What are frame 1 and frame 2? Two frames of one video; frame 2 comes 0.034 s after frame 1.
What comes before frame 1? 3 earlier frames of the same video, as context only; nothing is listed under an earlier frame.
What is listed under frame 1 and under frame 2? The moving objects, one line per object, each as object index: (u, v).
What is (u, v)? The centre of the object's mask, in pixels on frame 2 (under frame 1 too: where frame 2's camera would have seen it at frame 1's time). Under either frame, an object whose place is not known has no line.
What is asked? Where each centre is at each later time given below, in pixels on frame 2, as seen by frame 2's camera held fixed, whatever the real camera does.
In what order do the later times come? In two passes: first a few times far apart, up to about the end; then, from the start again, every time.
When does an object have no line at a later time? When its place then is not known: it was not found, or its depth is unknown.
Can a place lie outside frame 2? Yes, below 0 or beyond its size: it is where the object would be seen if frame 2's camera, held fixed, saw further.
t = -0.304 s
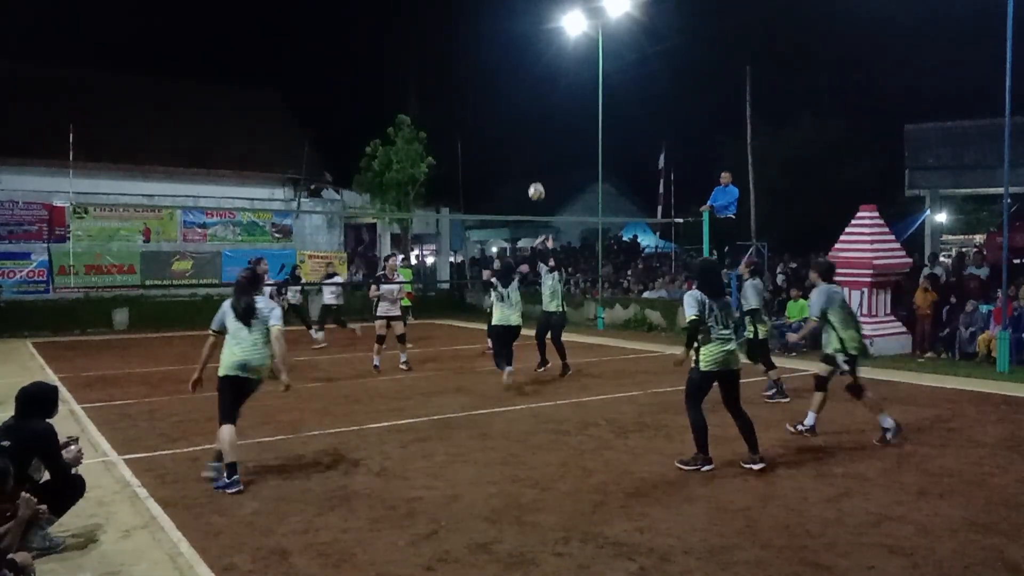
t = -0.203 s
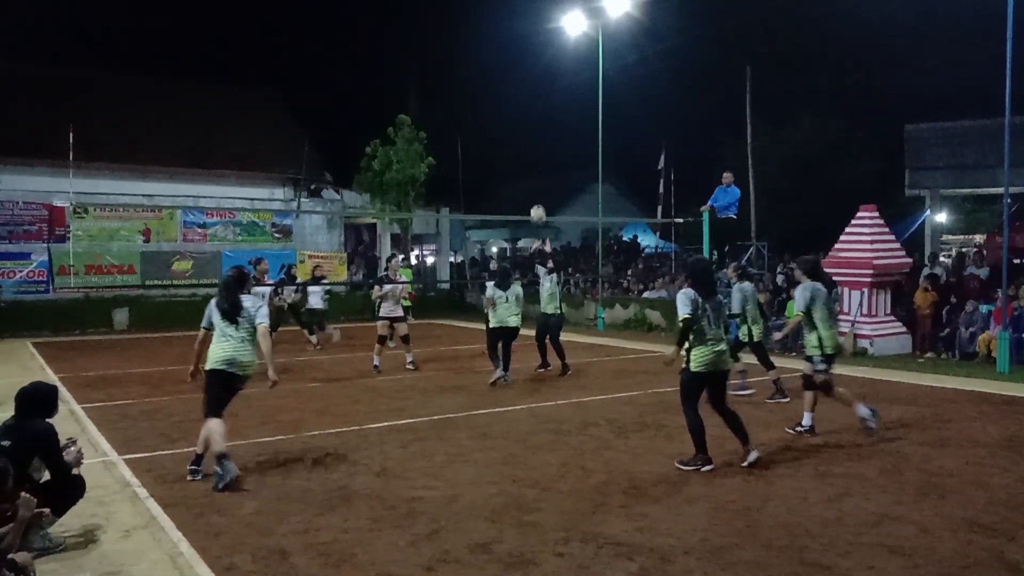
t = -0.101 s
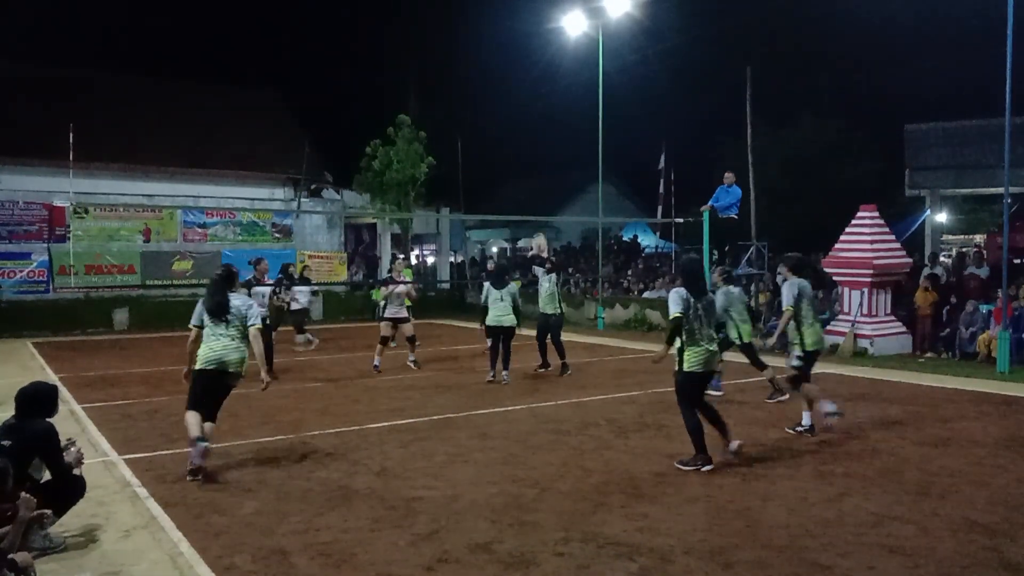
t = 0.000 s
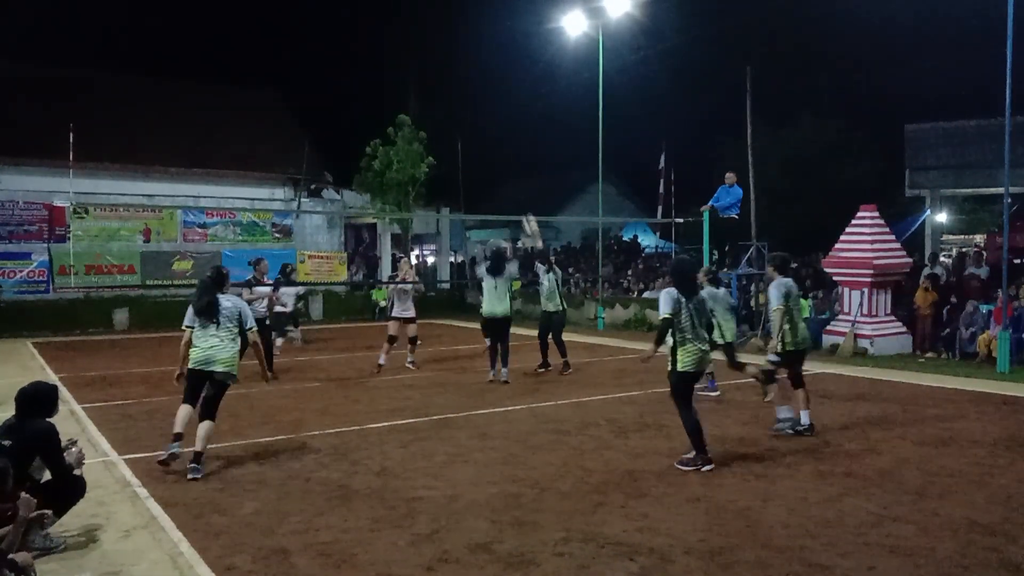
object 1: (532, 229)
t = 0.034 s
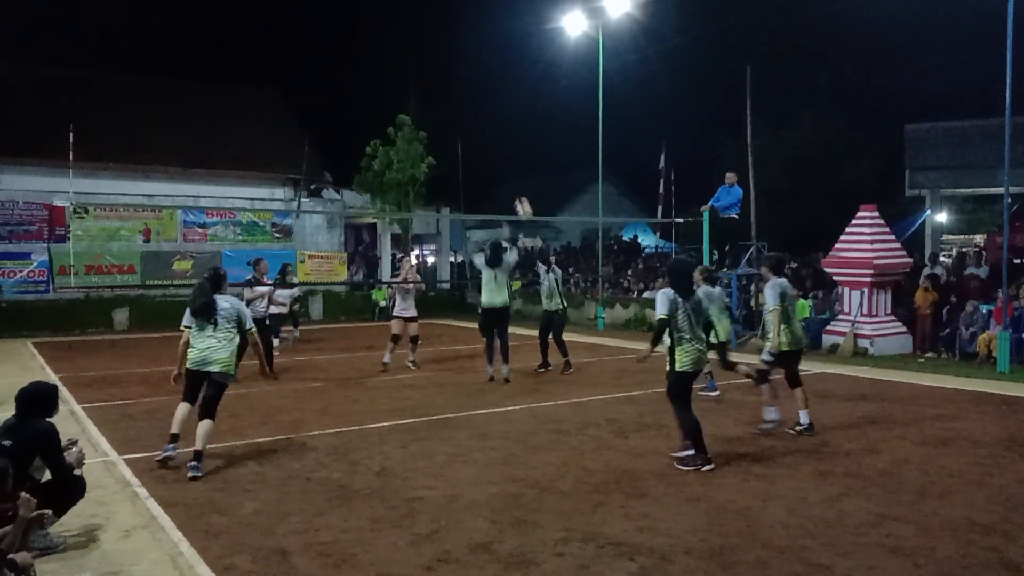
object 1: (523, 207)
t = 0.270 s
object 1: (480, 121)
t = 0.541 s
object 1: (427, 62)
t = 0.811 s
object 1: (373, 60)
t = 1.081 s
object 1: (316, 119)
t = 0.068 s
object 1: (518, 196)
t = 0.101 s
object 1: (511, 180)
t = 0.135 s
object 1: (504, 166)
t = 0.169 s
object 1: (498, 155)
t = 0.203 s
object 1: (492, 142)
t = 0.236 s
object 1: (485, 131)
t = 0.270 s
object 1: (480, 121)
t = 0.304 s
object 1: (472, 110)
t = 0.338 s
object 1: (466, 101)
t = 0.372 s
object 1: (460, 92)
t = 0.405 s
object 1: (453, 84)
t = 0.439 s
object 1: (447, 77)
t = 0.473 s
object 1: (440, 72)
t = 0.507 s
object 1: (433, 66)
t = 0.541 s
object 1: (427, 62)
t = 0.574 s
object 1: (420, 59)
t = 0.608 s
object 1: (414, 56)
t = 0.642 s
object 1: (408, 55)
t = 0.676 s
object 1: (400, 54)
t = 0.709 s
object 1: (394, 54)
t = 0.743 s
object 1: (387, 55)
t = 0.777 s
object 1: (379, 57)
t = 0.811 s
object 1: (373, 60)
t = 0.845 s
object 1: (366, 64)
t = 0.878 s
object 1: (359, 69)
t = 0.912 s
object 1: (352, 75)
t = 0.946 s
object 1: (344, 82)
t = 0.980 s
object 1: (338, 89)
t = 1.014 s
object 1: (330, 99)
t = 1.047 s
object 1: (323, 108)
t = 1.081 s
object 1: (316, 119)
